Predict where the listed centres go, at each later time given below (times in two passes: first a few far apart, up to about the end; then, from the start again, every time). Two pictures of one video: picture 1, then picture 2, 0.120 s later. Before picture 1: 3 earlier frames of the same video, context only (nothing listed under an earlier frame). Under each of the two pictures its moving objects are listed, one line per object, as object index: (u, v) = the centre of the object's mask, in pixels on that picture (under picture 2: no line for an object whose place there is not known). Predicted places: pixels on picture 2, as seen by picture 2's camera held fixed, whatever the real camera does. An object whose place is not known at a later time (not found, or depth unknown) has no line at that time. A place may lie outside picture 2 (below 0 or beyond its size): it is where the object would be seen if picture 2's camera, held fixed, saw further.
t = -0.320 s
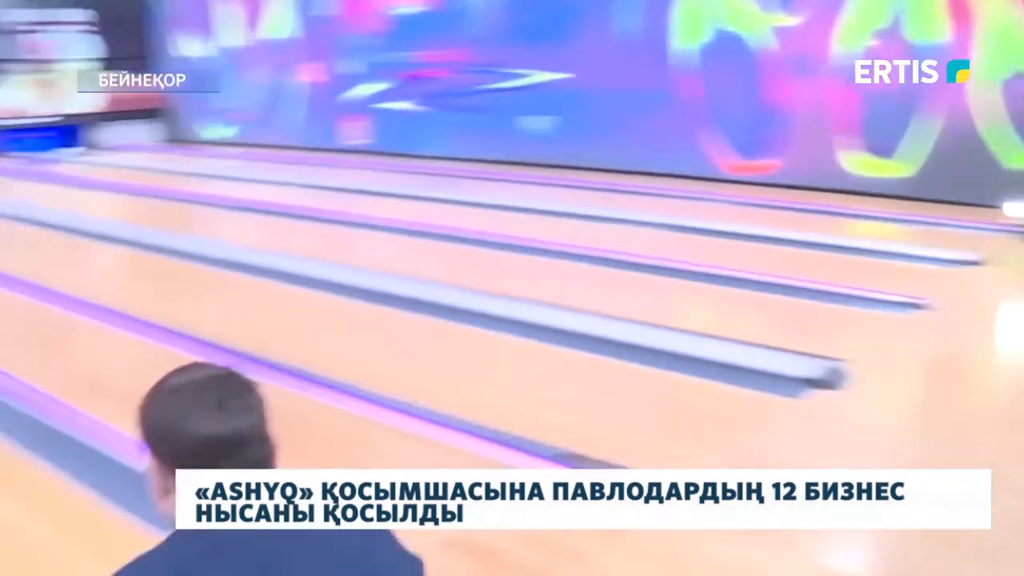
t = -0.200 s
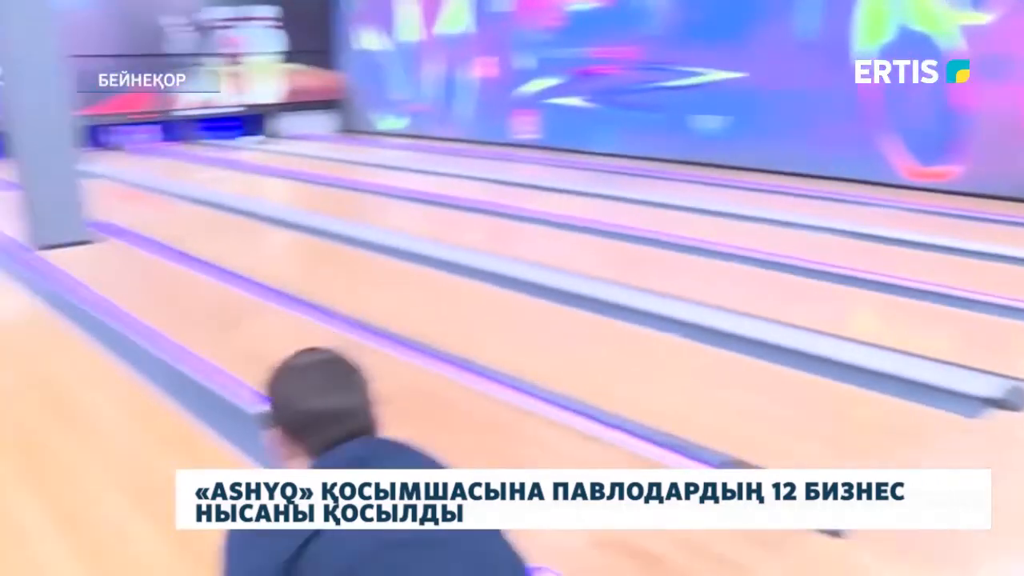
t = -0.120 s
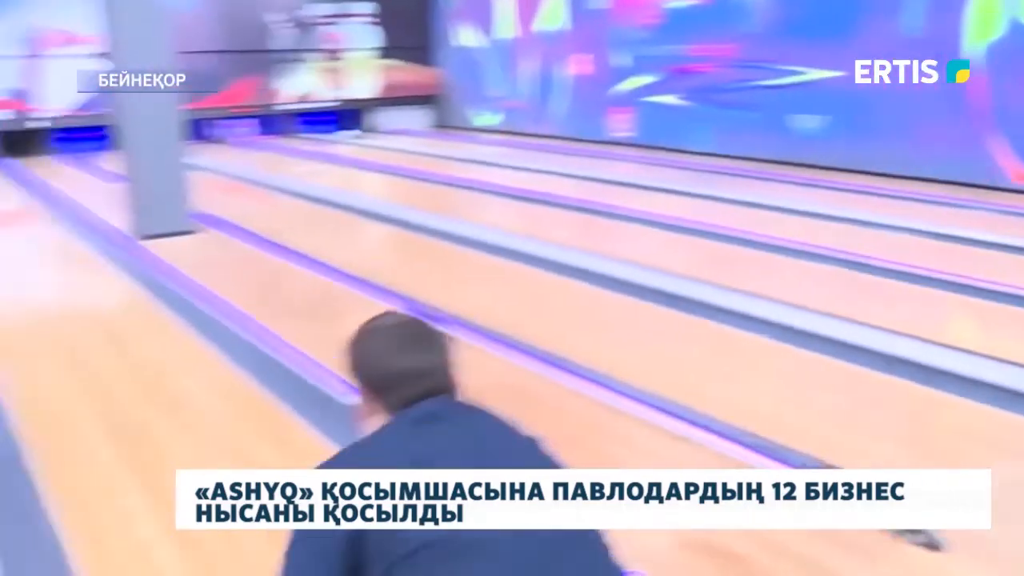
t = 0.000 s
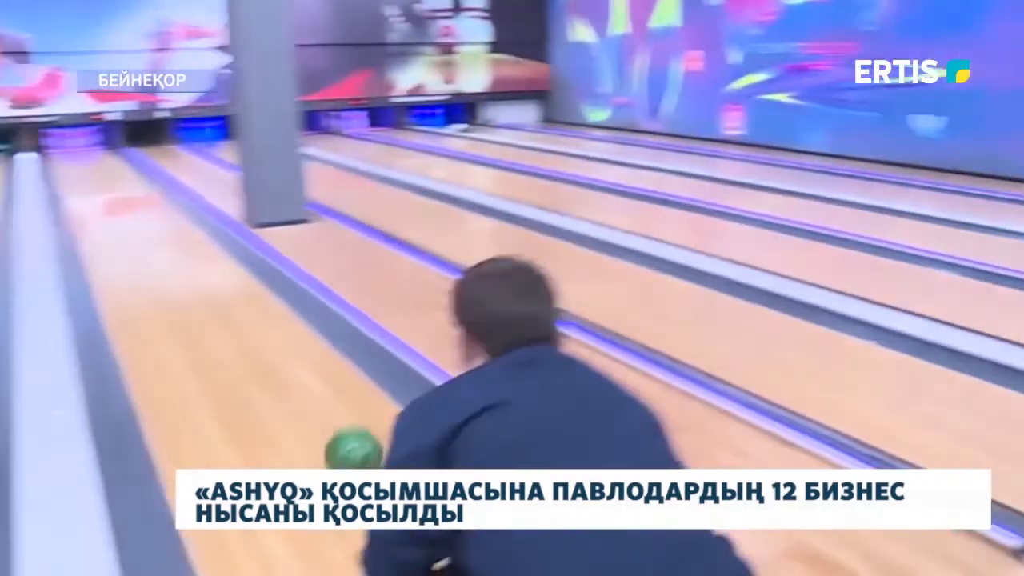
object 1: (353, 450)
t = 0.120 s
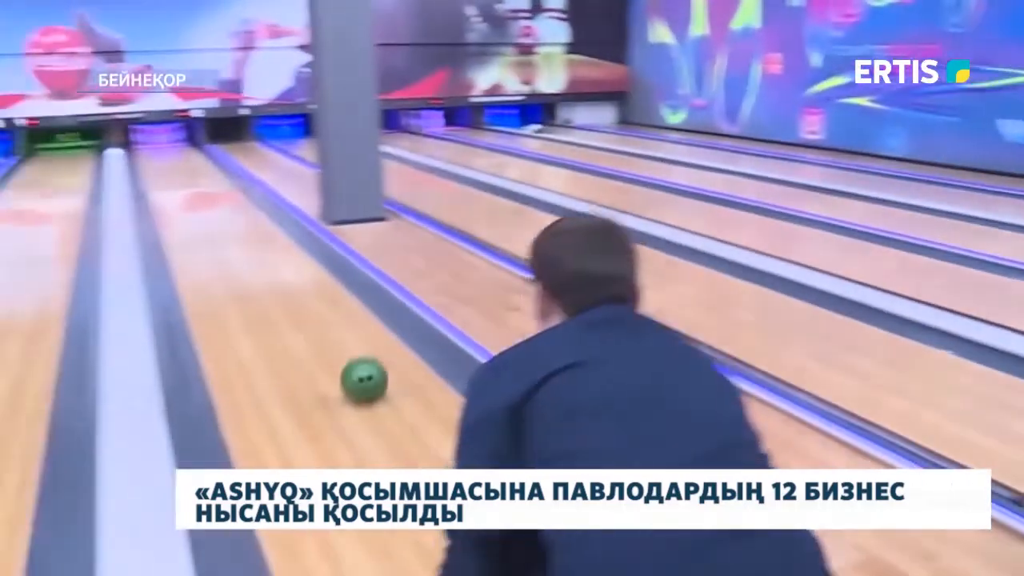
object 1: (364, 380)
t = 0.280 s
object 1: (314, 318)
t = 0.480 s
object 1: (274, 268)
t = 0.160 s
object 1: (349, 362)
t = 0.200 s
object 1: (336, 345)
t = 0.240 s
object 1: (325, 331)
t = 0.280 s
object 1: (314, 318)
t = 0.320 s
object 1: (305, 306)
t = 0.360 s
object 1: (296, 295)
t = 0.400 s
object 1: (288, 285)
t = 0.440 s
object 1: (280, 276)
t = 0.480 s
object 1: (274, 268)
